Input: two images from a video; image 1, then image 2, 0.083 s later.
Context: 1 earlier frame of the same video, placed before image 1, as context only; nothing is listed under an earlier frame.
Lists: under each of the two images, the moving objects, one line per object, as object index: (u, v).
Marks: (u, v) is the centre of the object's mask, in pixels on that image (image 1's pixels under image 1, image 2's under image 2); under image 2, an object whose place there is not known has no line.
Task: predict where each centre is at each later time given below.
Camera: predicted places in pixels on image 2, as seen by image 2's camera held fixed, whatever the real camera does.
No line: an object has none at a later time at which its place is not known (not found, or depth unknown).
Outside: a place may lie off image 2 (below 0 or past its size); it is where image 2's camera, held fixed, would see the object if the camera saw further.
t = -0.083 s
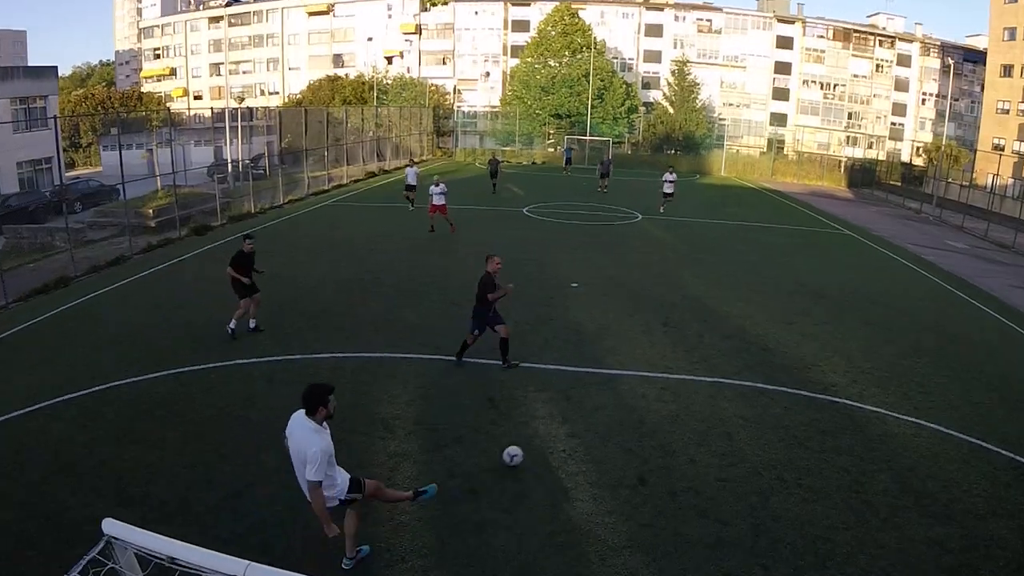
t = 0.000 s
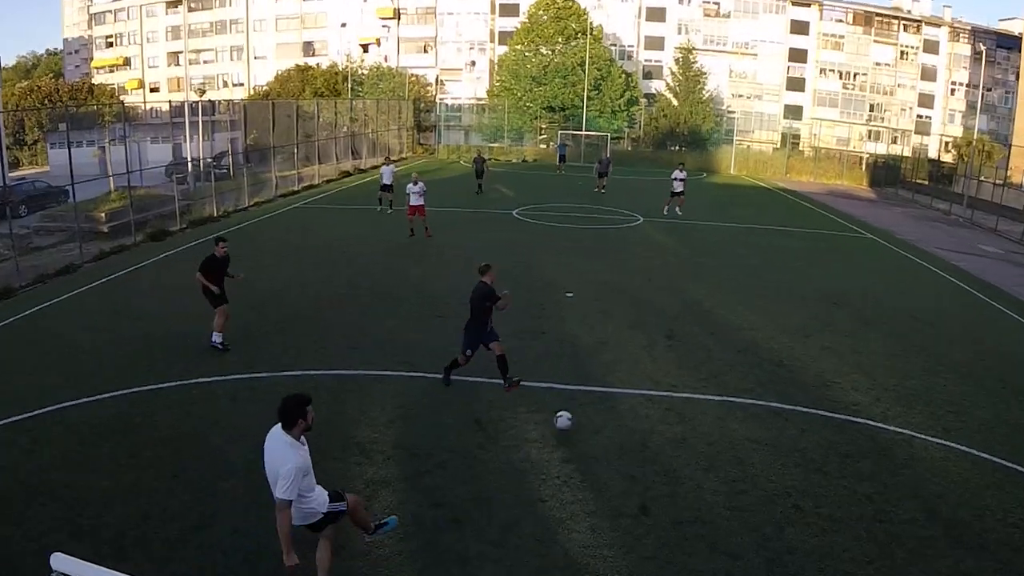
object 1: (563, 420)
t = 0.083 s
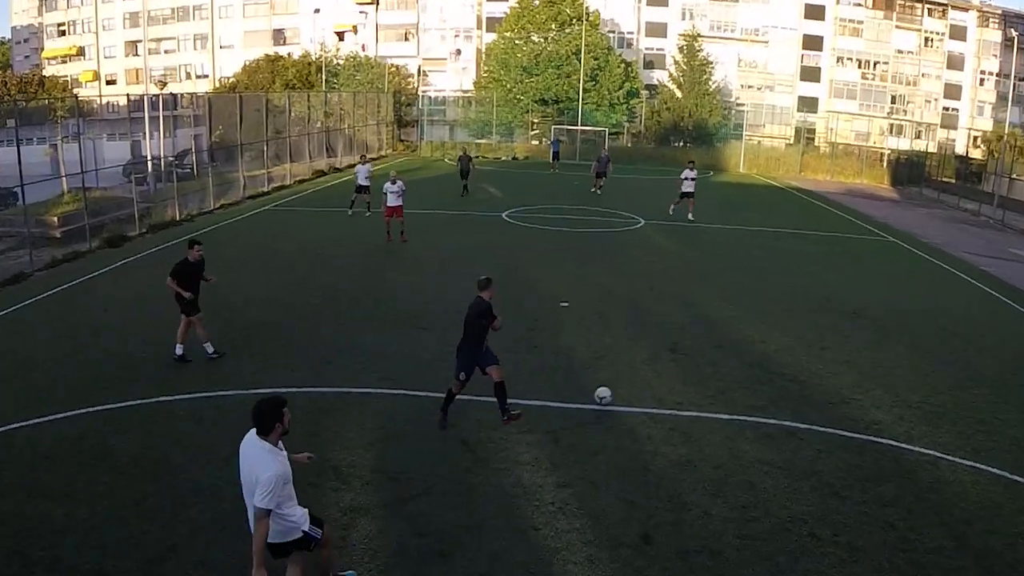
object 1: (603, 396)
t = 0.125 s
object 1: (620, 375)
